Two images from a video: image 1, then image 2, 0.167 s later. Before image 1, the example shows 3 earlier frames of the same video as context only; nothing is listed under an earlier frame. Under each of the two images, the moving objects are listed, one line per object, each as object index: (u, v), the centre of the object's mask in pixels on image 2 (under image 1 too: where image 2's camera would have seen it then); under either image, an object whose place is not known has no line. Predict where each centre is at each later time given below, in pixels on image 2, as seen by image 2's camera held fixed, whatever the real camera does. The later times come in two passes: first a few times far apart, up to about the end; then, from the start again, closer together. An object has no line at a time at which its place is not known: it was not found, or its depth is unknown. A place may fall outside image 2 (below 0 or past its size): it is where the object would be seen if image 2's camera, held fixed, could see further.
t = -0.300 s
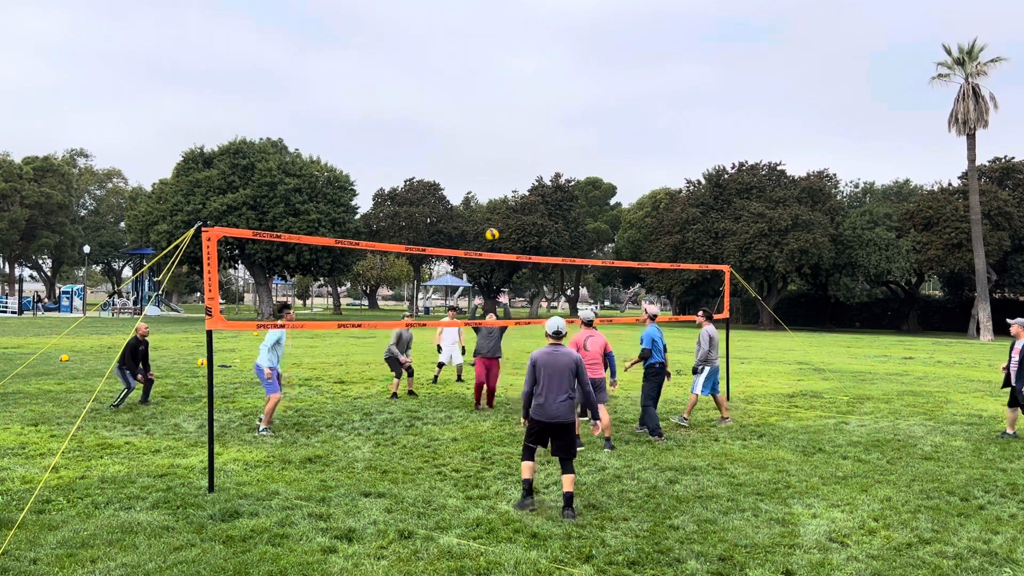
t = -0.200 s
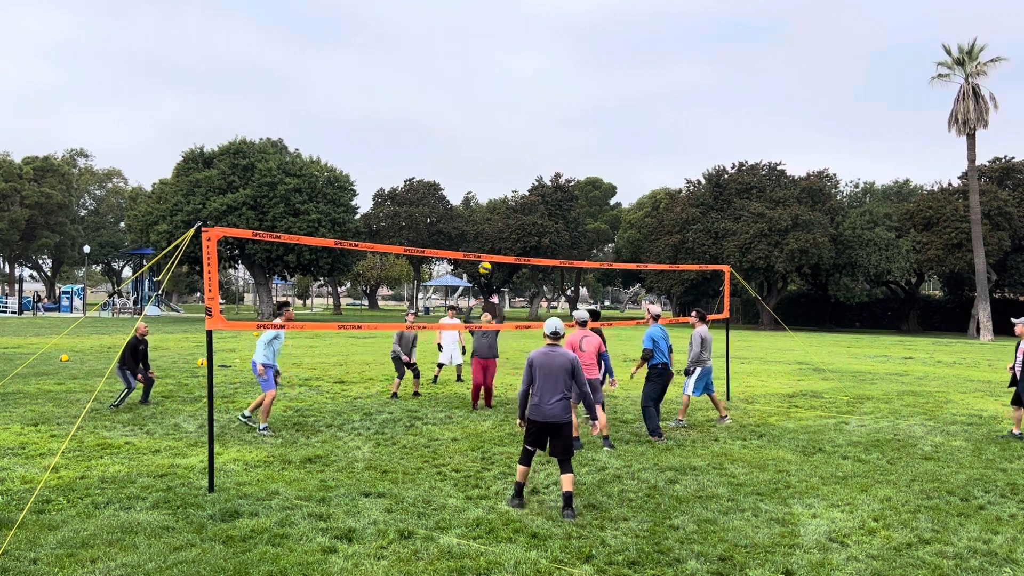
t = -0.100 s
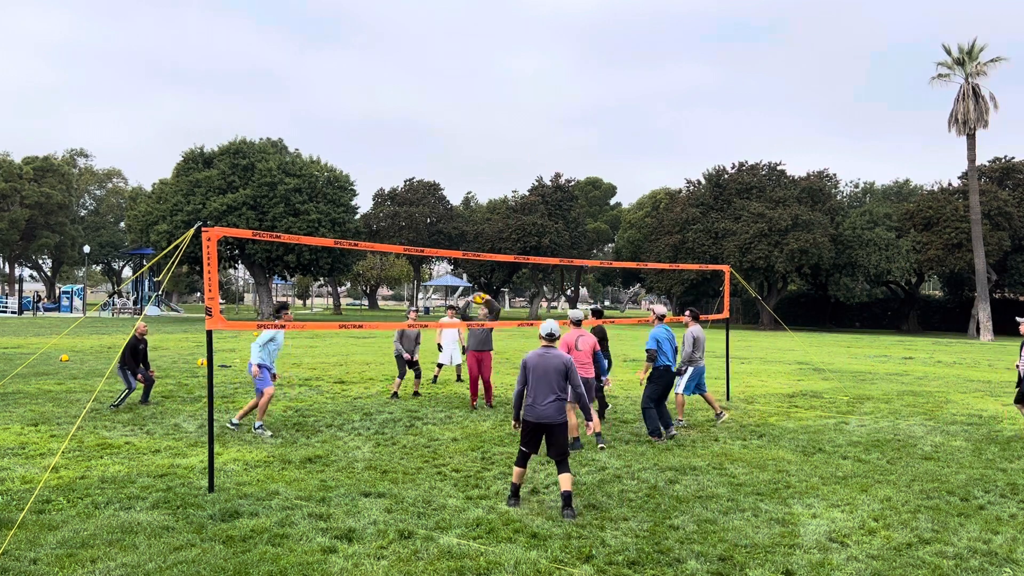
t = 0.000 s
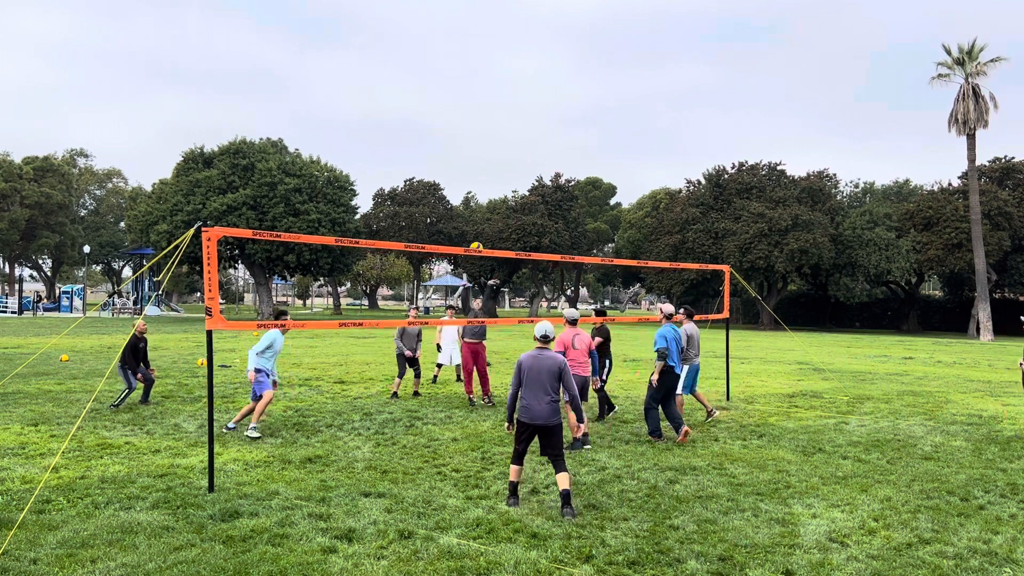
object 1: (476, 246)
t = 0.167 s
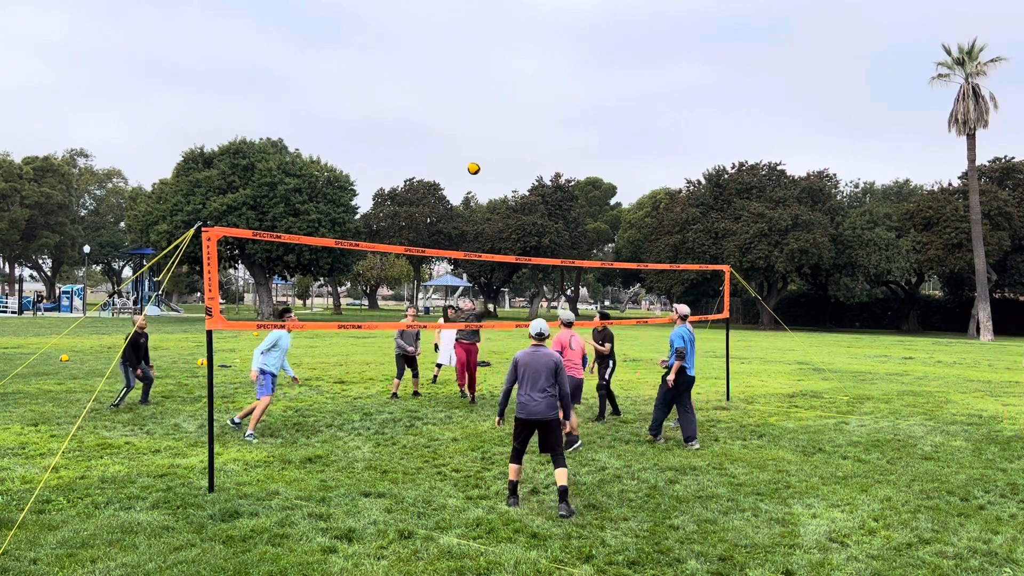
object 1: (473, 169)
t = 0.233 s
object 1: (473, 141)
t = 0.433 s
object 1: (468, 74)
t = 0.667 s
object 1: (463, 26)
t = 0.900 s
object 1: (458, 14)
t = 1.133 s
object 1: (451, 37)
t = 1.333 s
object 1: (444, 87)
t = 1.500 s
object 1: (437, 151)
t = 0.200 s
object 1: (473, 155)
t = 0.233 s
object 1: (473, 141)
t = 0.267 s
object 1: (472, 128)
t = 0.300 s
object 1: (471, 116)
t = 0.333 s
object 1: (470, 104)
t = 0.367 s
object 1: (469, 93)
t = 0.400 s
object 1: (469, 83)
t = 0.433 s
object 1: (468, 74)
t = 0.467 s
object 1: (467, 64)
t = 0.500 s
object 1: (467, 56)
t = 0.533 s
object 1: (466, 49)
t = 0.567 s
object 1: (465, 43)
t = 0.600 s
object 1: (465, 36)
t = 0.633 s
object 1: (464, 31)
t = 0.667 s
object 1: (463, 26)
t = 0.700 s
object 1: (462, 22)
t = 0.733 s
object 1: (461, 19)
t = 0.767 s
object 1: (460, 16)
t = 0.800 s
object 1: (460, 15)
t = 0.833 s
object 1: (459, 14)
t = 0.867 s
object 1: (458, 14)
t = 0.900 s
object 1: (458, 14)
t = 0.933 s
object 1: (457, 15)
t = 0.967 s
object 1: (456, 17)
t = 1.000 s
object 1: (455, 20)
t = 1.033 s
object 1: (454, 23)
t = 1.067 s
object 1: (453, 26)
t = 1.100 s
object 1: (452, 31)
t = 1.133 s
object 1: (451, 37)
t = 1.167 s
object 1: (449, 43)
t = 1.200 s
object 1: (448, 51)
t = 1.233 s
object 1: (447, 59)
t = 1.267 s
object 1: (446, 67)
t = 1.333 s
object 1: (444, 87)
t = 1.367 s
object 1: (443, 98)
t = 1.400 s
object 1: (442, 110)
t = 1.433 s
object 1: (440, 123)
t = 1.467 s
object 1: (439, 136)
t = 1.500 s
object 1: (437, 151)
